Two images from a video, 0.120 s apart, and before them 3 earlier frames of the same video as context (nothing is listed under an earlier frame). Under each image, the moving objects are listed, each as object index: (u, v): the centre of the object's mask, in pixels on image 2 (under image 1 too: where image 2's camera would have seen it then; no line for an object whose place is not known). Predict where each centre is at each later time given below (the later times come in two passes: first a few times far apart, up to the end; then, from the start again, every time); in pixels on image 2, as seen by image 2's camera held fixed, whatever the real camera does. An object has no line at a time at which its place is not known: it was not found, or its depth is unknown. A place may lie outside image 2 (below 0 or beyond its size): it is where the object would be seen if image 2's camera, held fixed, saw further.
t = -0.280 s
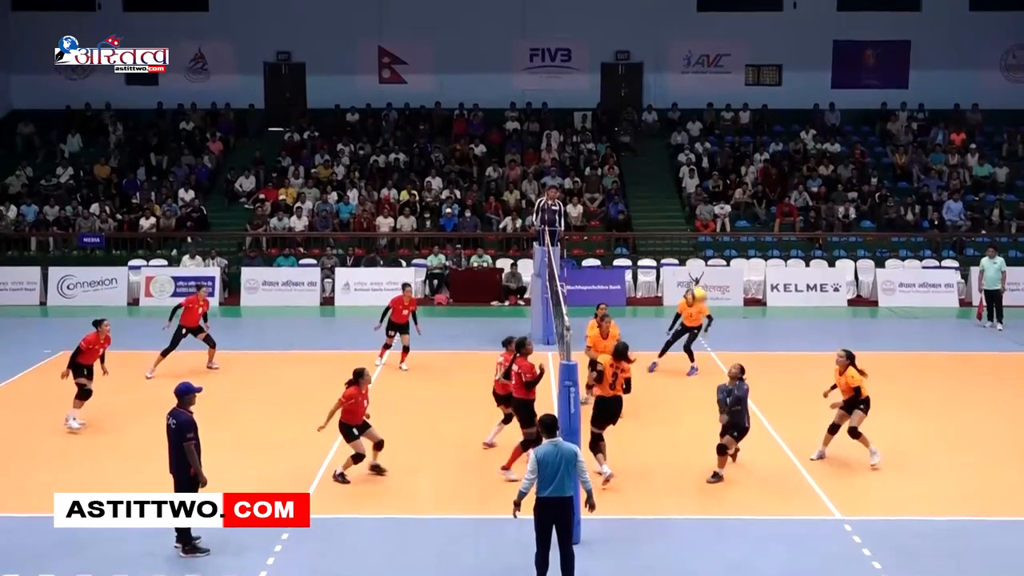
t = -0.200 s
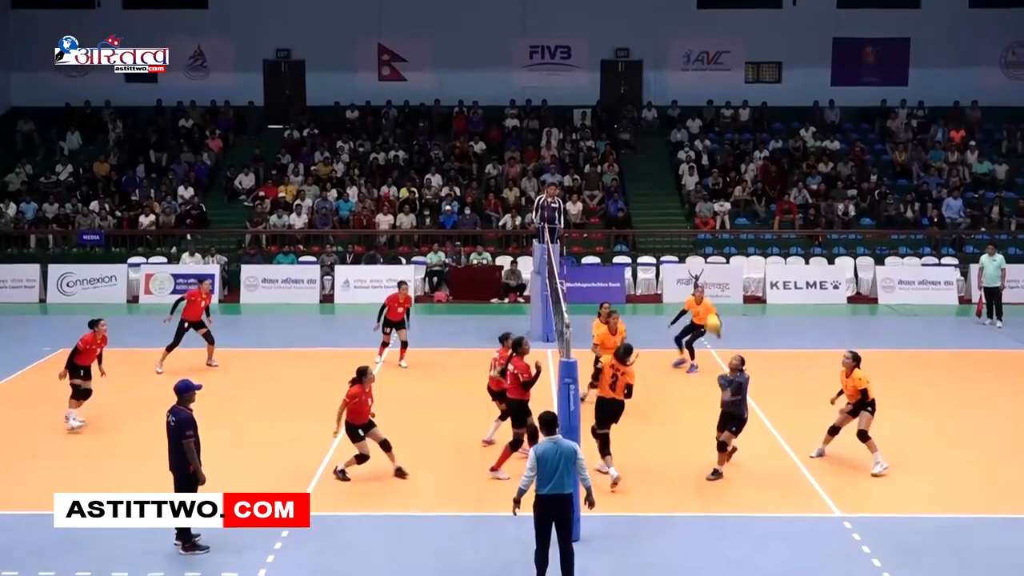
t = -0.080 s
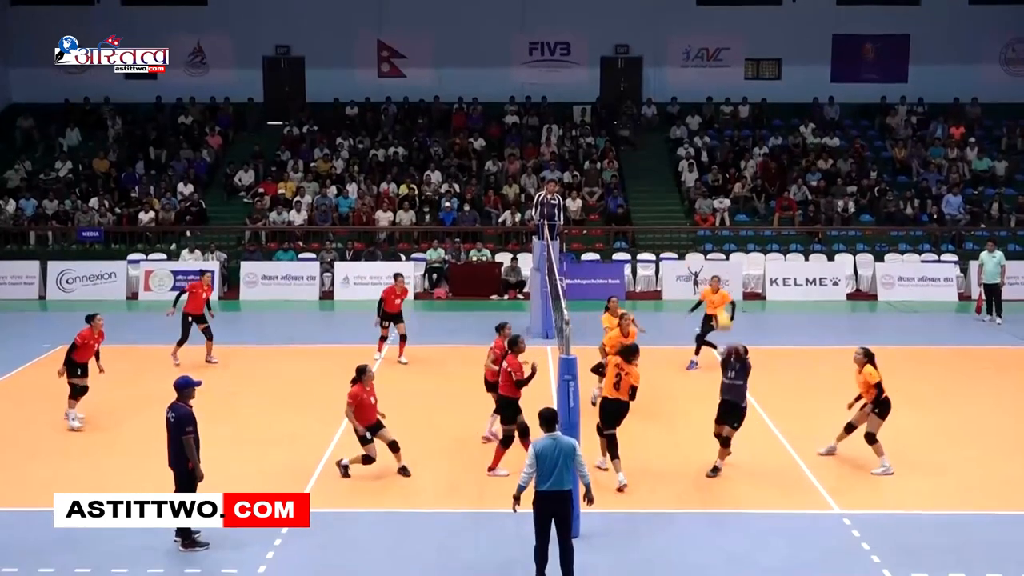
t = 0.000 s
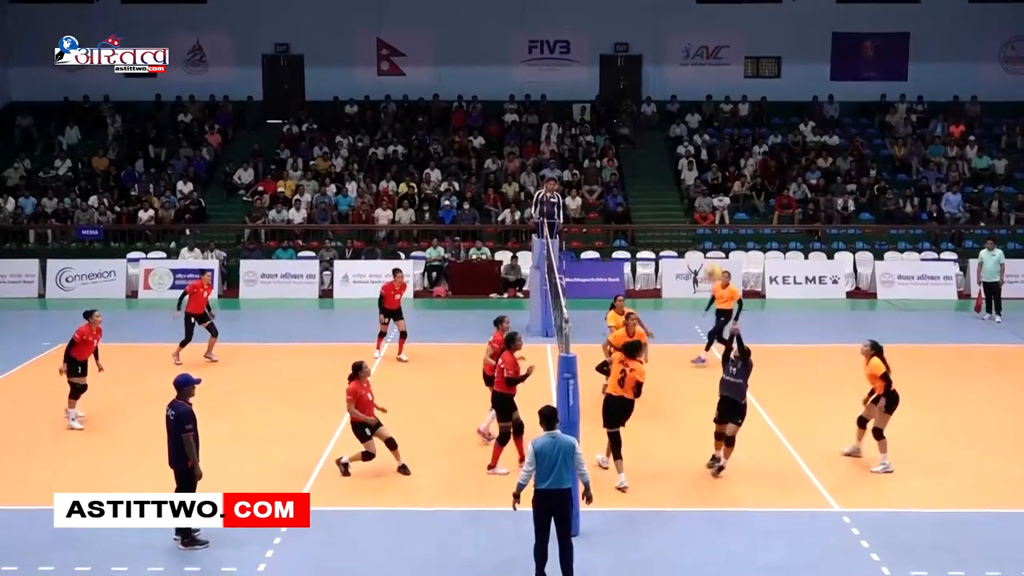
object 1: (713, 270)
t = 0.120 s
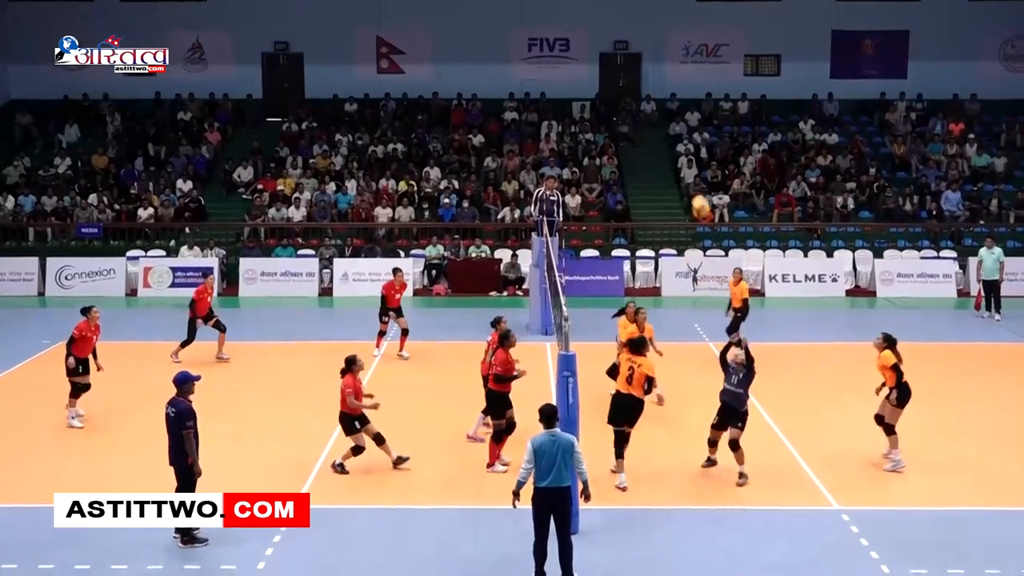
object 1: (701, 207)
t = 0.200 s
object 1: (691, 173)
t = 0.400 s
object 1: (671, 113)
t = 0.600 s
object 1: (652, 89)
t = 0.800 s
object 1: (633, 95)
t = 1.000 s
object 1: (616, 131)
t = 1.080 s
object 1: (610, 152)
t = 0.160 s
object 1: (696, 188)
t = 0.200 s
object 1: (691, 173)
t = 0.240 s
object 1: (687, 158)
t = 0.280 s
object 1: (684, 145)
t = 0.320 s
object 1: (679, 133)
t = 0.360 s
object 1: (675, 123)
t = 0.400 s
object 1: (671, 113)
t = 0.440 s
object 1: (667, 106)
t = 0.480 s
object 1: (663, 100)
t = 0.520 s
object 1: (659, 94)
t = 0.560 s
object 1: (655, 91)
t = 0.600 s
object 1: (652, 89)
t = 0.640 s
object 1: (648, 88)
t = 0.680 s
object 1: (644, 88)
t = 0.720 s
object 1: (640, 89)
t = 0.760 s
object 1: (637, 92)
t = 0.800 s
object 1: (633, 95)
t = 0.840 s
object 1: (629, 100)
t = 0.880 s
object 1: (626, 106)
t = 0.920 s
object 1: (622, 114)
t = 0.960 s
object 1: (619, 122)
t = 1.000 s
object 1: (616, 131)
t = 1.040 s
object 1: (612, 141)
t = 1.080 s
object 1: (610, 152)
